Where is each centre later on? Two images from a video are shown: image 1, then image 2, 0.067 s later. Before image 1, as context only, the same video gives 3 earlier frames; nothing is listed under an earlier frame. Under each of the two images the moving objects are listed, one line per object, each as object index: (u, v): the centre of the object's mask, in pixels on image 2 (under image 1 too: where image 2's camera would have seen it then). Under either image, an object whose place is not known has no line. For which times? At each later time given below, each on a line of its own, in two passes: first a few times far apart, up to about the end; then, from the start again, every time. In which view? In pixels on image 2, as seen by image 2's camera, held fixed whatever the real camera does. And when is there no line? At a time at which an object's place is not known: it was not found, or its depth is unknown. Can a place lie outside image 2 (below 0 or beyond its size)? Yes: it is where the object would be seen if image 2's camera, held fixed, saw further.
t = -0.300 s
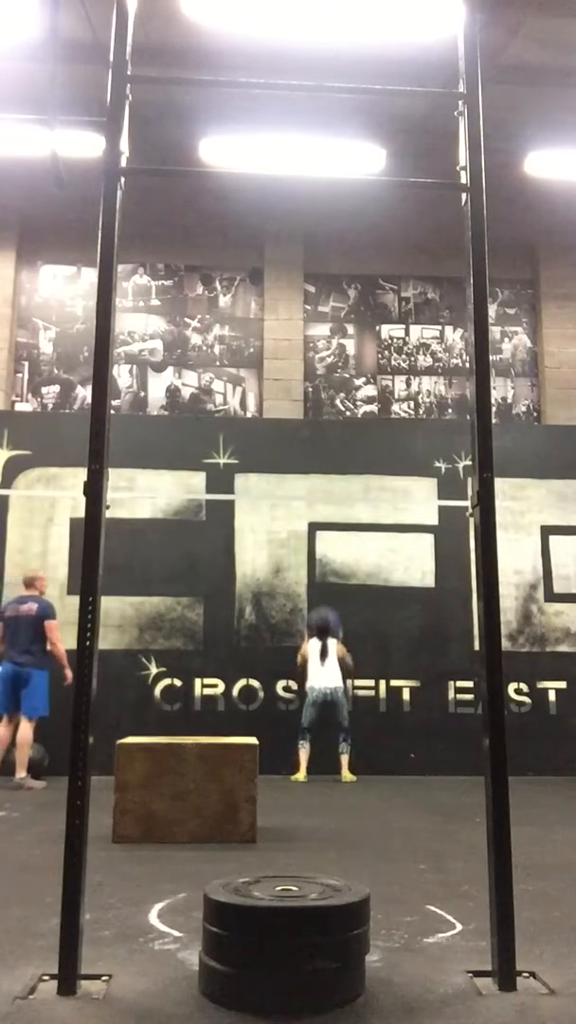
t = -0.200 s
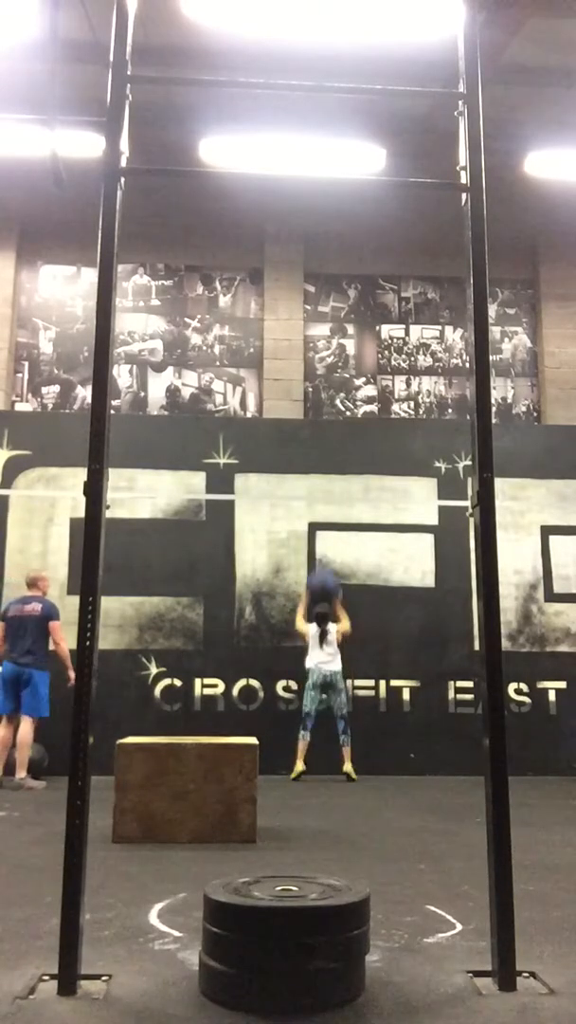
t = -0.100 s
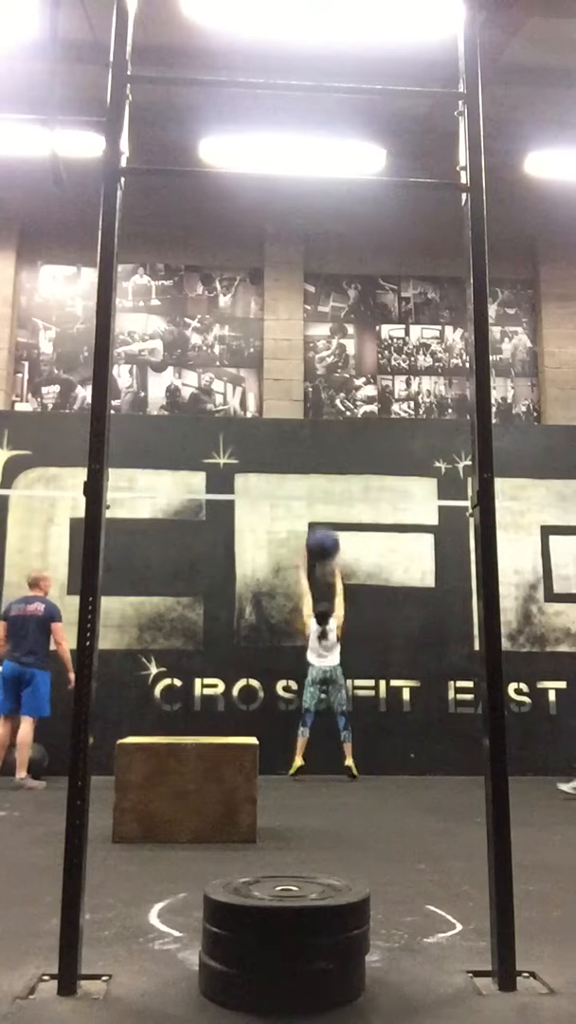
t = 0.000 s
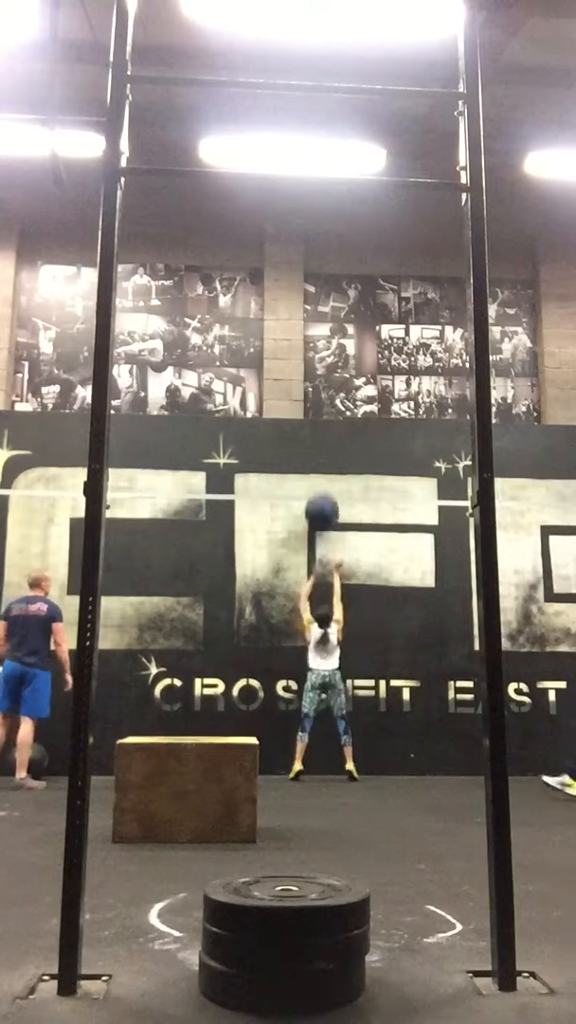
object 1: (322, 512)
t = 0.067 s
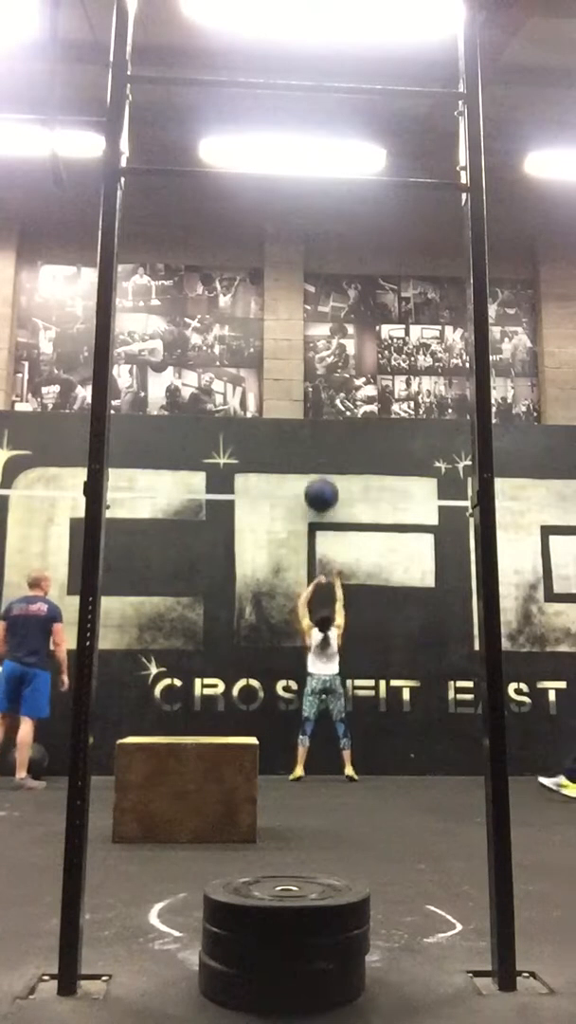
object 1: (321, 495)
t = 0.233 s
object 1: (320, 471)
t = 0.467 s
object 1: (319, 479)
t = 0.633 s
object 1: (319, 515)
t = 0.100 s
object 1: (321, 487)
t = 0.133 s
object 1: (321, 482)
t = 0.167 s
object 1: (320, 478)
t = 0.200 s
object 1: (320, 474)
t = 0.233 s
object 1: (320, 471)
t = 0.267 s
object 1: (320, 470)
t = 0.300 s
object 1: (320, 469)
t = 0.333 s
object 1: (319, 469)
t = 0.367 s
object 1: (319, 470)
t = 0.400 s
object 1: (319, 472)
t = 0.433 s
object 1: (319, 475)
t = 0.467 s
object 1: (319, 479)
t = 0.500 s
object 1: (319, 485)
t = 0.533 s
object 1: (319, 491)
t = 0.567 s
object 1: (319, 499)
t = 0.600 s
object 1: (319, 507)
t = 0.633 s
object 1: (319, 515)
